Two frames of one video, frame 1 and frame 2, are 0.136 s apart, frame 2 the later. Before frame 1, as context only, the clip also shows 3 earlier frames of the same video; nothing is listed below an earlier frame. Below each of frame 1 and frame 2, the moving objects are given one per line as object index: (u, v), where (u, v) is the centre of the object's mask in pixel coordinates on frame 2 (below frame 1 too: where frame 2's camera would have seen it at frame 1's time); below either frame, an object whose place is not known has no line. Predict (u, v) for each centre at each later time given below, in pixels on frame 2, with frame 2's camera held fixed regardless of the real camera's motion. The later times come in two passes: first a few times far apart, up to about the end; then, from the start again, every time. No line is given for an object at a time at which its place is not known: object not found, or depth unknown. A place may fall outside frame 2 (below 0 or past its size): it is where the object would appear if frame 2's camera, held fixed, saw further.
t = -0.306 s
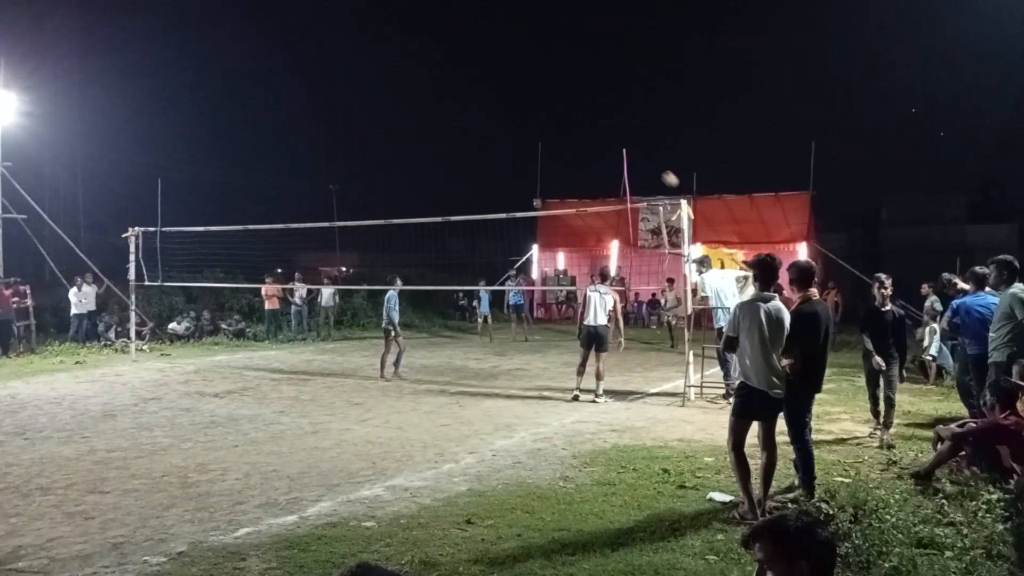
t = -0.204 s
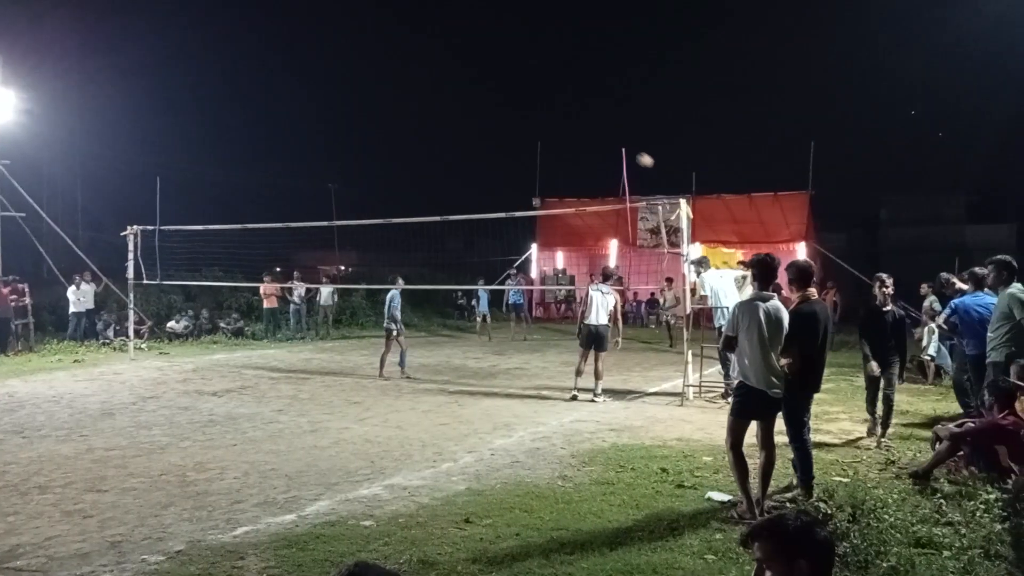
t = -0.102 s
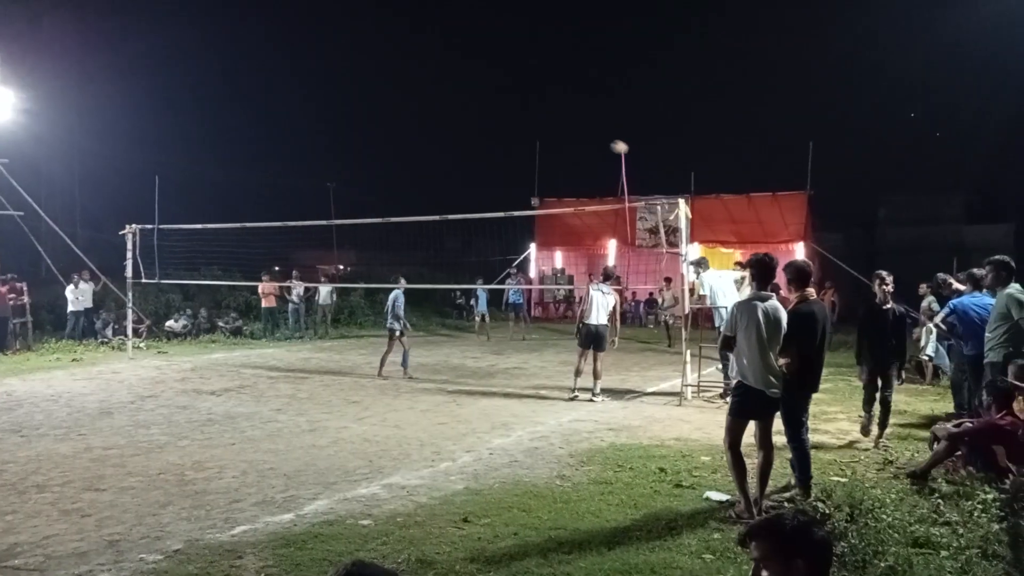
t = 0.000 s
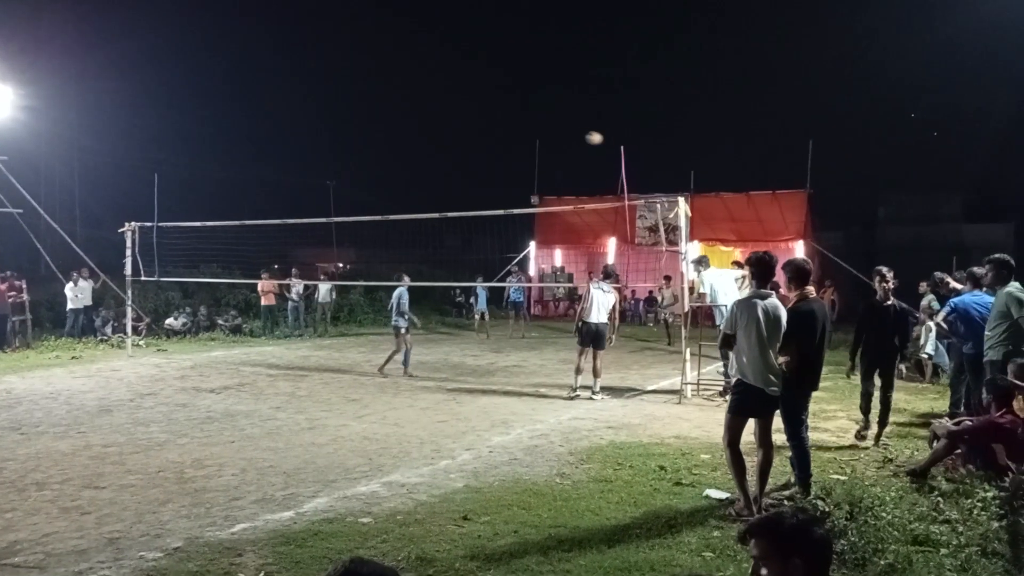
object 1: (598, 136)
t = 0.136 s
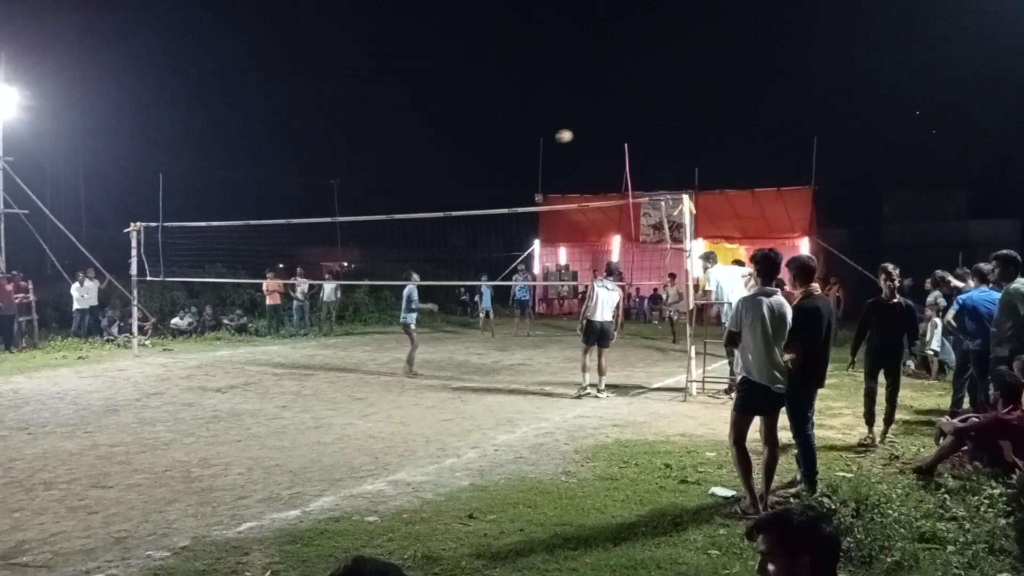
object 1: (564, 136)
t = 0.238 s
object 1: (539, 143)
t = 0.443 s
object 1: (489, 176)
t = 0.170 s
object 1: (556, 138)
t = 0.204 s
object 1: (548, 140)
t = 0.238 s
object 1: (539, 143)
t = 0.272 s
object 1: (531, 147)
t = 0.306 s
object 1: (523, 151)
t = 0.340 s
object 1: (514, 157)
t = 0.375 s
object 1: (506, 162)
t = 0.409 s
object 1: (498, 169)
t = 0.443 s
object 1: (489, 176)
